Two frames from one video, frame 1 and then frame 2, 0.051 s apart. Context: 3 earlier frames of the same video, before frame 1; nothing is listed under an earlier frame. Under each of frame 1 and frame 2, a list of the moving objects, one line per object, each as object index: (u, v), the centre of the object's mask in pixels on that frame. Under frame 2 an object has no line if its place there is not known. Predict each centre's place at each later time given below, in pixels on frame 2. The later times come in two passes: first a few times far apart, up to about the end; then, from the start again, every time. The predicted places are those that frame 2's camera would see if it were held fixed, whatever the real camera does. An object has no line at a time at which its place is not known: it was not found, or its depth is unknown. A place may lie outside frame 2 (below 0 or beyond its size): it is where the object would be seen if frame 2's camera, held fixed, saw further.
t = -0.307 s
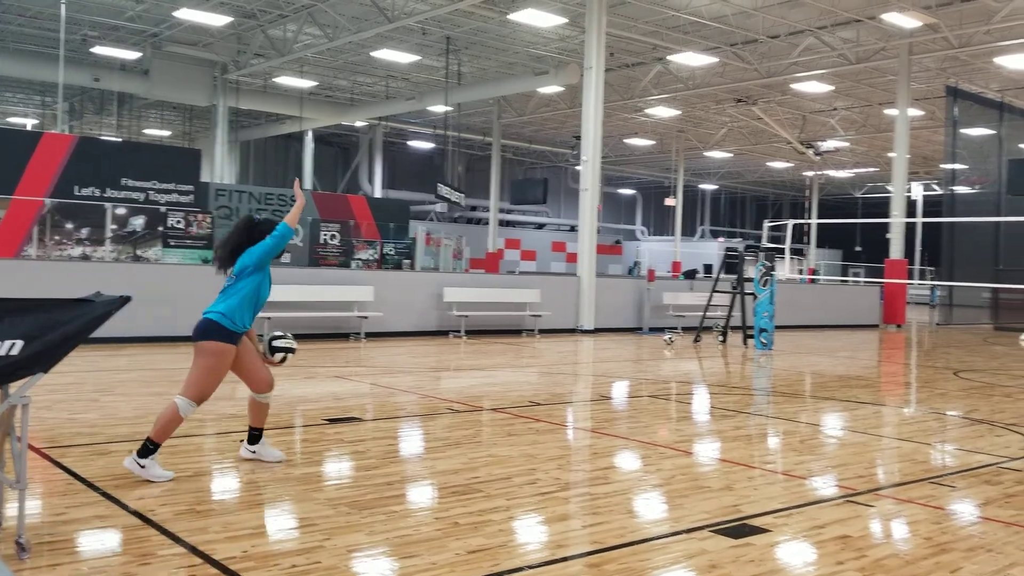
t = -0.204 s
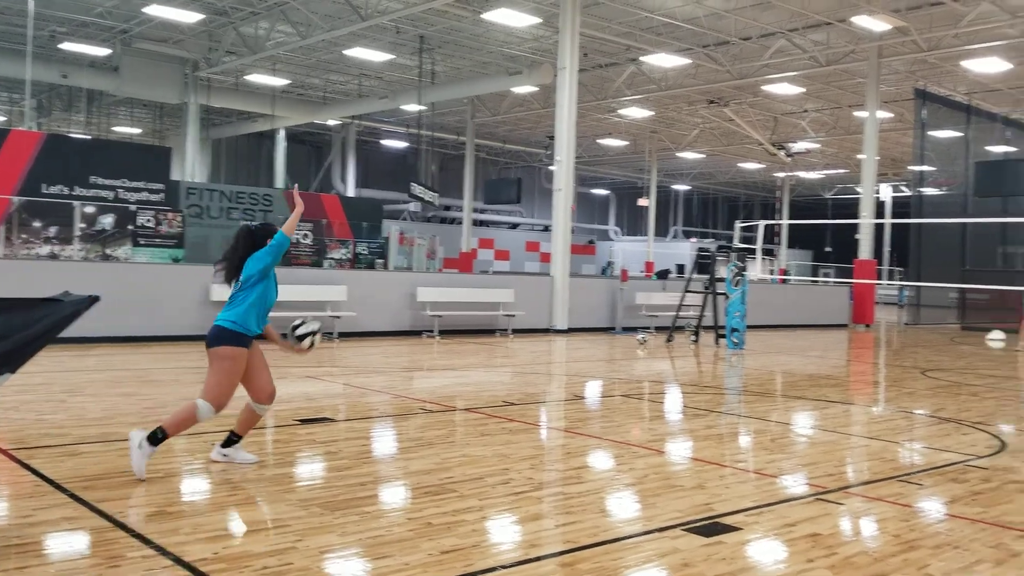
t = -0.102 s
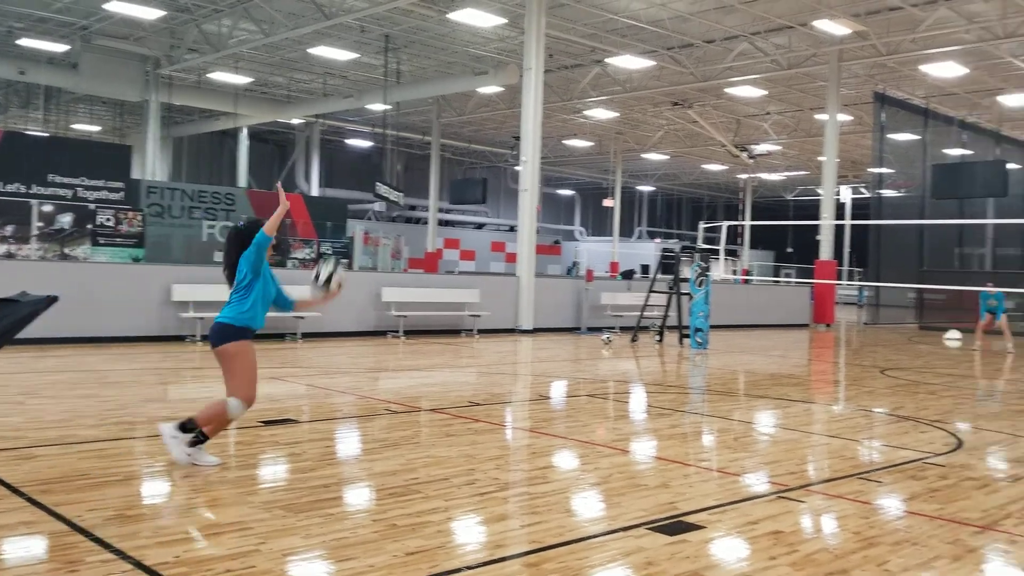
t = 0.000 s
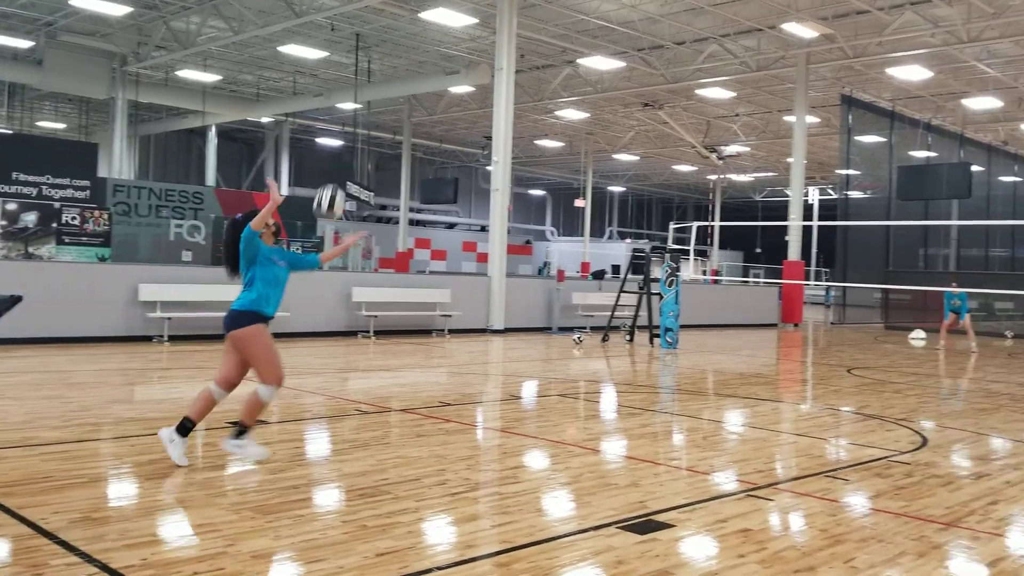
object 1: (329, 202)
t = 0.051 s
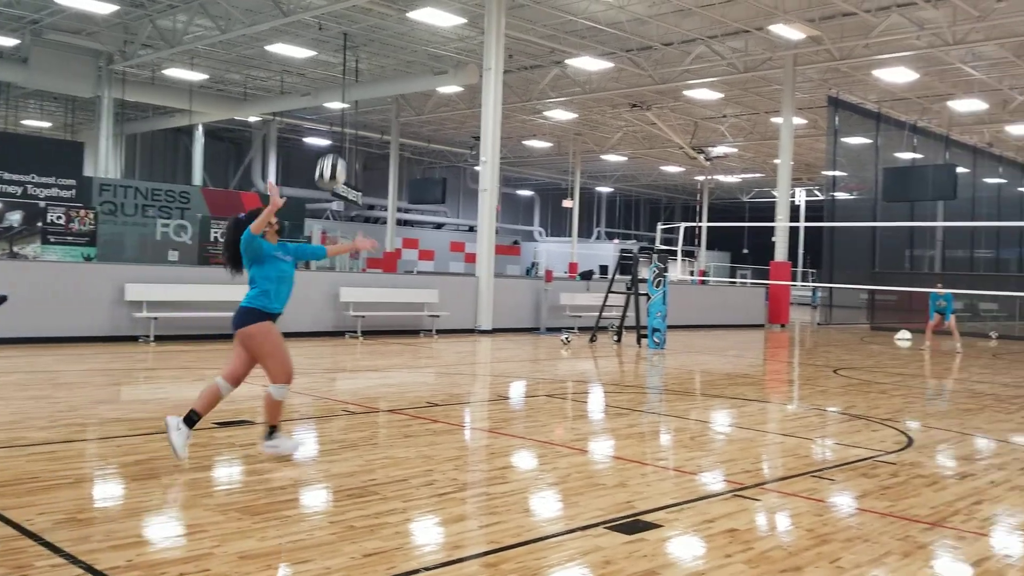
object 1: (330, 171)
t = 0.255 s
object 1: (382, 92)
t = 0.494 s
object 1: (433, 74)
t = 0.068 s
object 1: (335, 162)
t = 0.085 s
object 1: (340, 154)
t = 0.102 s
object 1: (344, 146)
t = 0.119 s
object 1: (349, 138)
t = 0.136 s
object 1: (353, 131)
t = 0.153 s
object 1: (357, 124)
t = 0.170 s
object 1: (362, 117)
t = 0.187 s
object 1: (366, 112)
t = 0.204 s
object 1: (370, 106)
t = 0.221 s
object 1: (374, 102)
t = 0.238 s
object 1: (378, 96)
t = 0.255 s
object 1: (382, 92)
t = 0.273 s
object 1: (386, 88)
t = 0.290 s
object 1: (390, 85)
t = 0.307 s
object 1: (394, 82)
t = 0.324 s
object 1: (397, 79)
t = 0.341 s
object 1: (401, 77)
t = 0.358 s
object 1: (405, 75)
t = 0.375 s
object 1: (408, 74)
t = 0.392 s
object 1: (412, 73)
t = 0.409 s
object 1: (416, 72)
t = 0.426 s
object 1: (419, 72)
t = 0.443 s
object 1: (423, 72)
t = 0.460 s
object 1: (426, 72)
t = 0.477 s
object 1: (429, 73)
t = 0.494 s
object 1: (433, 74)
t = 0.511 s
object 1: (436, 76)
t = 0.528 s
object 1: (440, 77)
